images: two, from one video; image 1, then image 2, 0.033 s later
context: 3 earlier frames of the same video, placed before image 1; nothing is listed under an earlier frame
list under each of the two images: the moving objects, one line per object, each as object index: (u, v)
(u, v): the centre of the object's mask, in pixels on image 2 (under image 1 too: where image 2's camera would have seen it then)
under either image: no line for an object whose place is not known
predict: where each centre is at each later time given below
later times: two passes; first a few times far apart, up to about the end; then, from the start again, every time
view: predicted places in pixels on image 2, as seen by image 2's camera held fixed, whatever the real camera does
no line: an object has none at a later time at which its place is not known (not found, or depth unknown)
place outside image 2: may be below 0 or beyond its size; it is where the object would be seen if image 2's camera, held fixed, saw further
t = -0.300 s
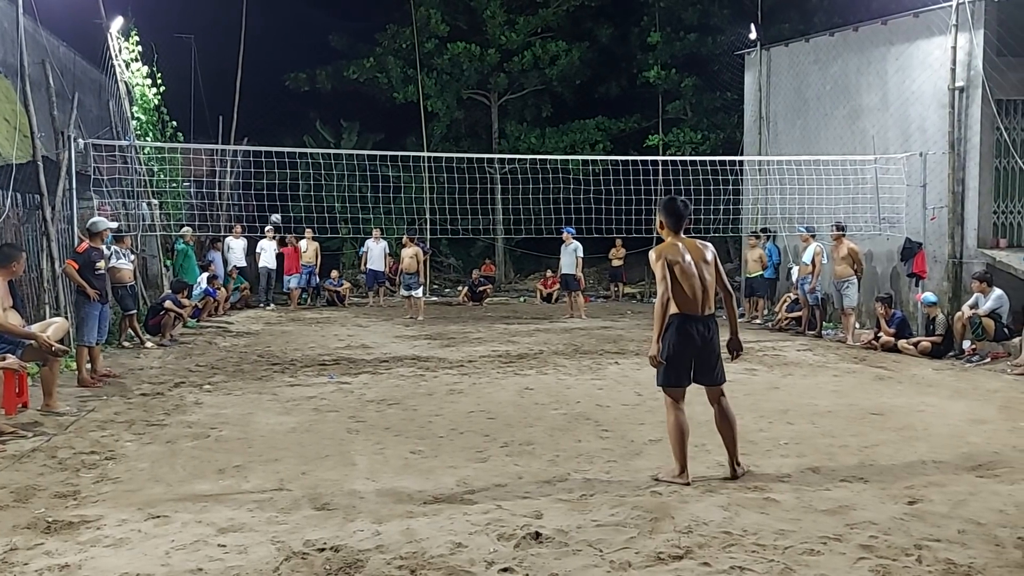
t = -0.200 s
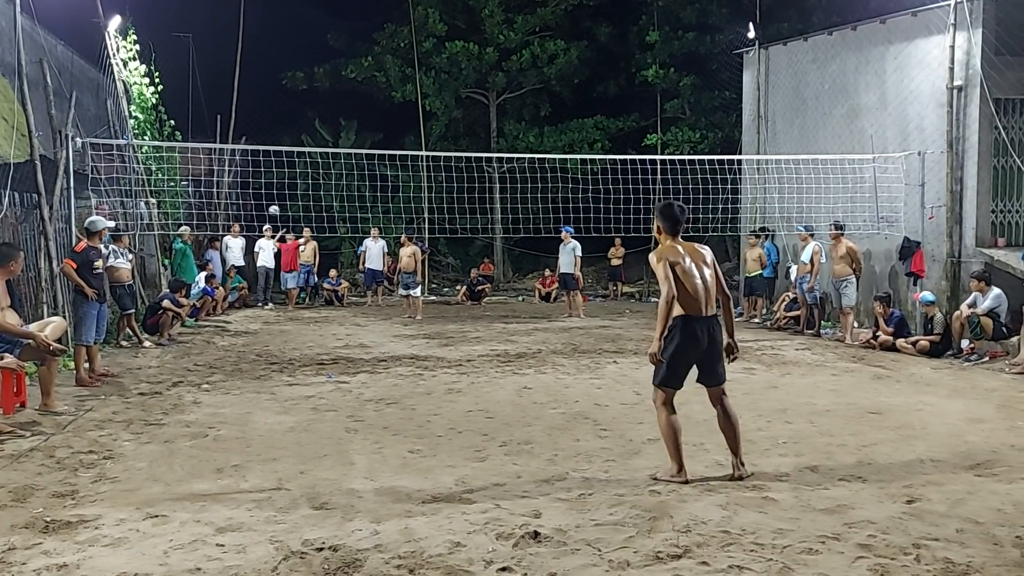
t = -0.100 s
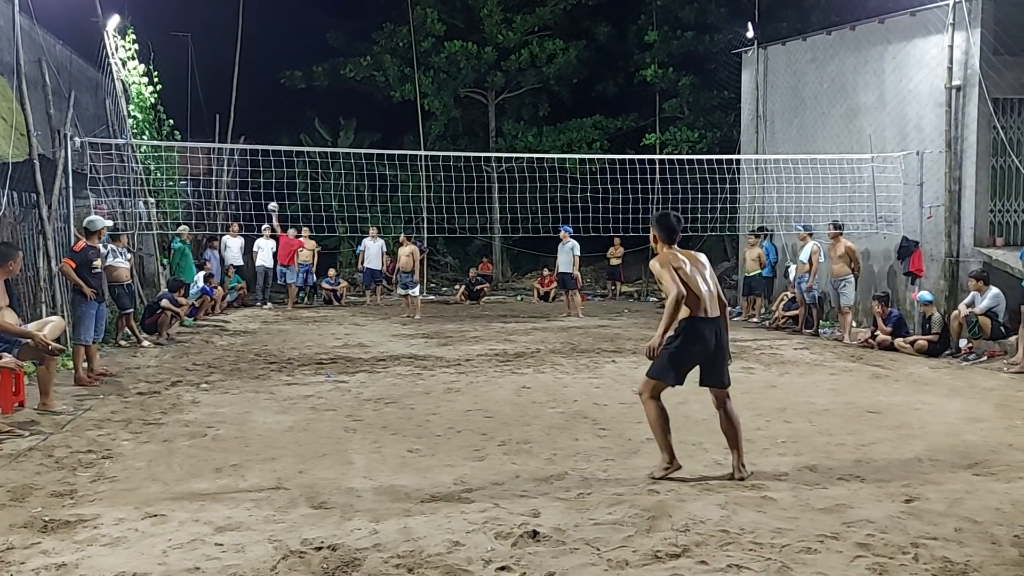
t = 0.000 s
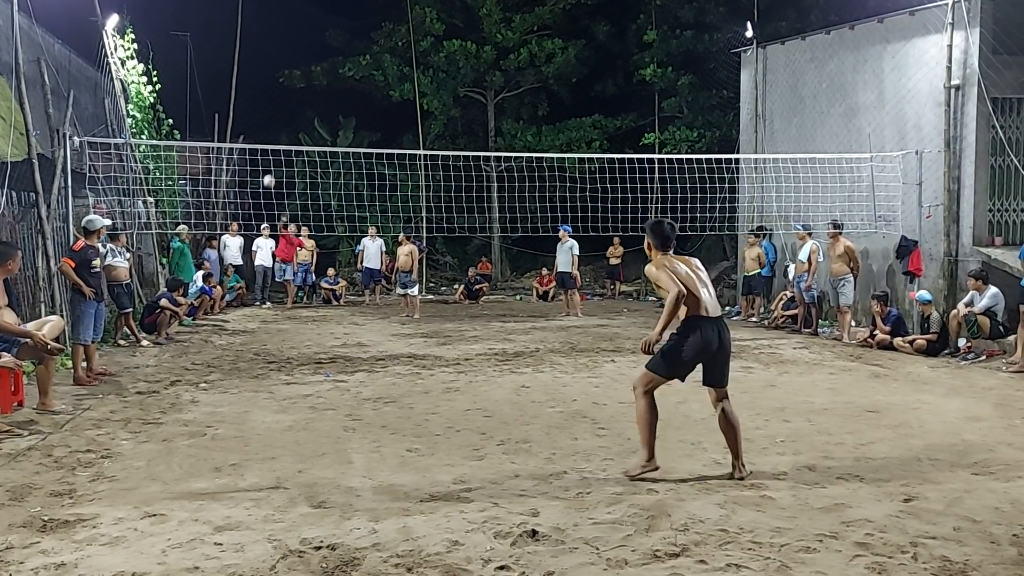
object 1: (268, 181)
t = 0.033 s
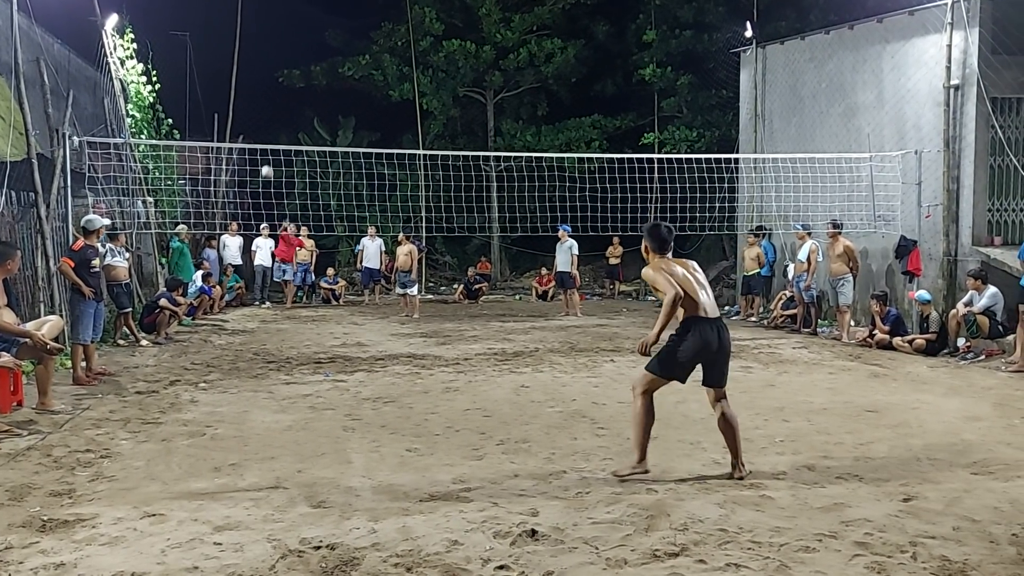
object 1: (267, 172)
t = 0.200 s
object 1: (260, 130)
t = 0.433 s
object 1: (246, 84)
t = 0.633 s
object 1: (230, 67)
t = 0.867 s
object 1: (200, 97)
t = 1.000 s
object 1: (170, 165)
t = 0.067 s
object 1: (265, 163)
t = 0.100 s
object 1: (264, 154)
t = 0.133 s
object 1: (263, 146)
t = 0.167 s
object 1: (261, 137)
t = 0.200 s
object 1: (260, 130)
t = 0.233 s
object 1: (258, 122)
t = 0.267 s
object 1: (257, 115)
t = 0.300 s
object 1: (255, 108)
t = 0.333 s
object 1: (253, 101)
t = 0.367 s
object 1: (251, 95)
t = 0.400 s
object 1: (248, 89)
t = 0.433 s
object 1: (246, 84)
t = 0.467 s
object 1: (244, 79)
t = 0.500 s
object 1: (241, 75)
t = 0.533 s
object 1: (238, 72)
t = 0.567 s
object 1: (236, 70)
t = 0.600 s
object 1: (233, 68)
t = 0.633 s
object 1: (230, 67)
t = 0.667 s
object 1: (227, 67)
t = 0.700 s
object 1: (223, 68)
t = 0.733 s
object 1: (219, 71)
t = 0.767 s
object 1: (215, 75)
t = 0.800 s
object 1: (210, 81)
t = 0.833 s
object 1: (205, 88)
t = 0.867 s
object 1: (200, 97)
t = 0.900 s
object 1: (193, 110)
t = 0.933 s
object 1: (186, 124)
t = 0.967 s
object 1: (179, 142)
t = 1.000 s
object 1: (170, 165)
